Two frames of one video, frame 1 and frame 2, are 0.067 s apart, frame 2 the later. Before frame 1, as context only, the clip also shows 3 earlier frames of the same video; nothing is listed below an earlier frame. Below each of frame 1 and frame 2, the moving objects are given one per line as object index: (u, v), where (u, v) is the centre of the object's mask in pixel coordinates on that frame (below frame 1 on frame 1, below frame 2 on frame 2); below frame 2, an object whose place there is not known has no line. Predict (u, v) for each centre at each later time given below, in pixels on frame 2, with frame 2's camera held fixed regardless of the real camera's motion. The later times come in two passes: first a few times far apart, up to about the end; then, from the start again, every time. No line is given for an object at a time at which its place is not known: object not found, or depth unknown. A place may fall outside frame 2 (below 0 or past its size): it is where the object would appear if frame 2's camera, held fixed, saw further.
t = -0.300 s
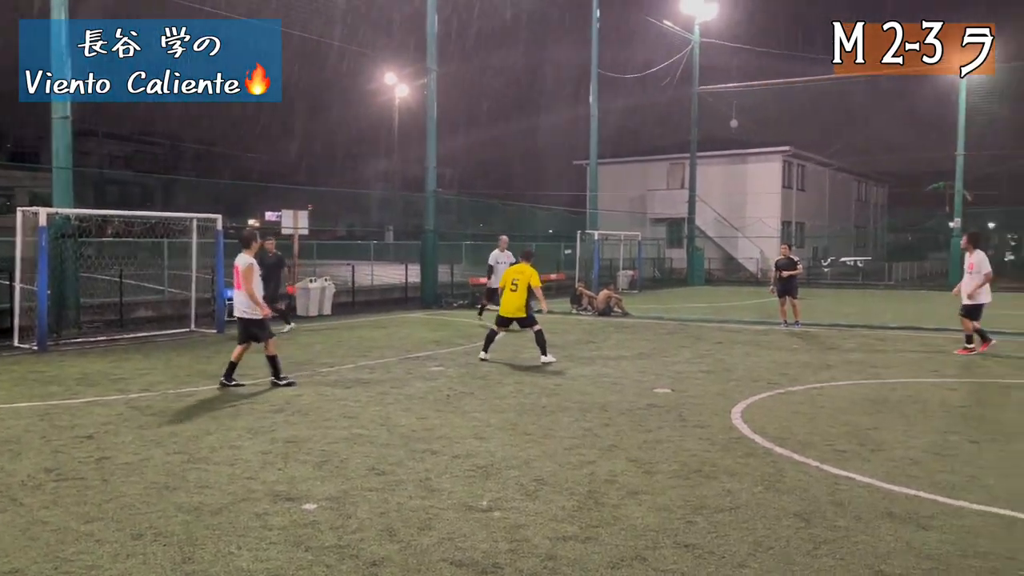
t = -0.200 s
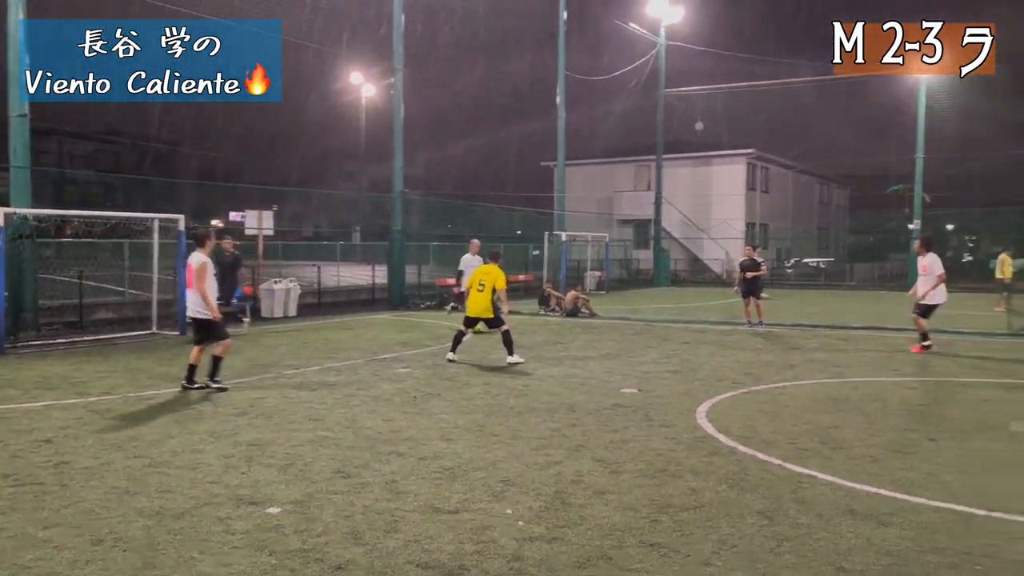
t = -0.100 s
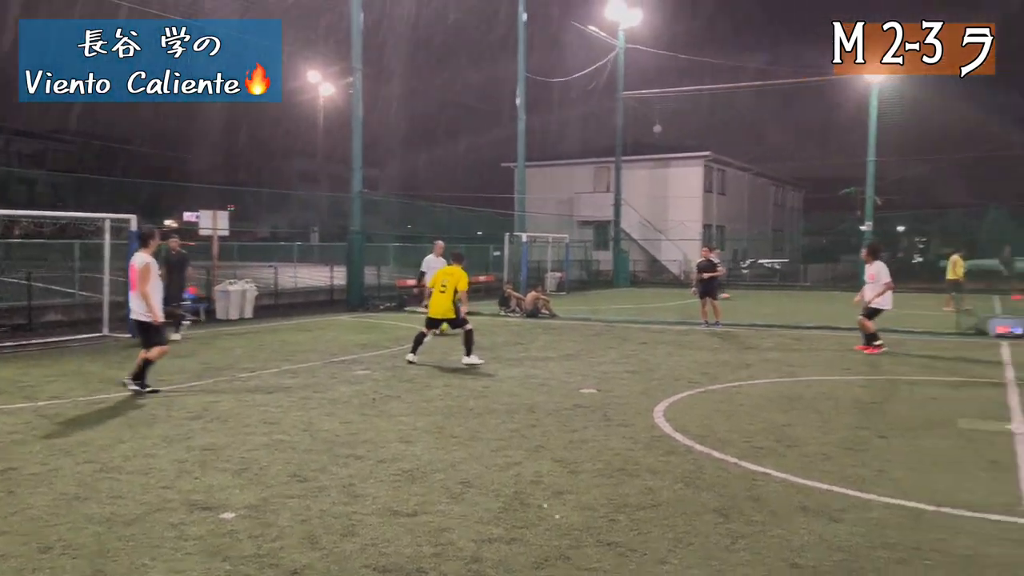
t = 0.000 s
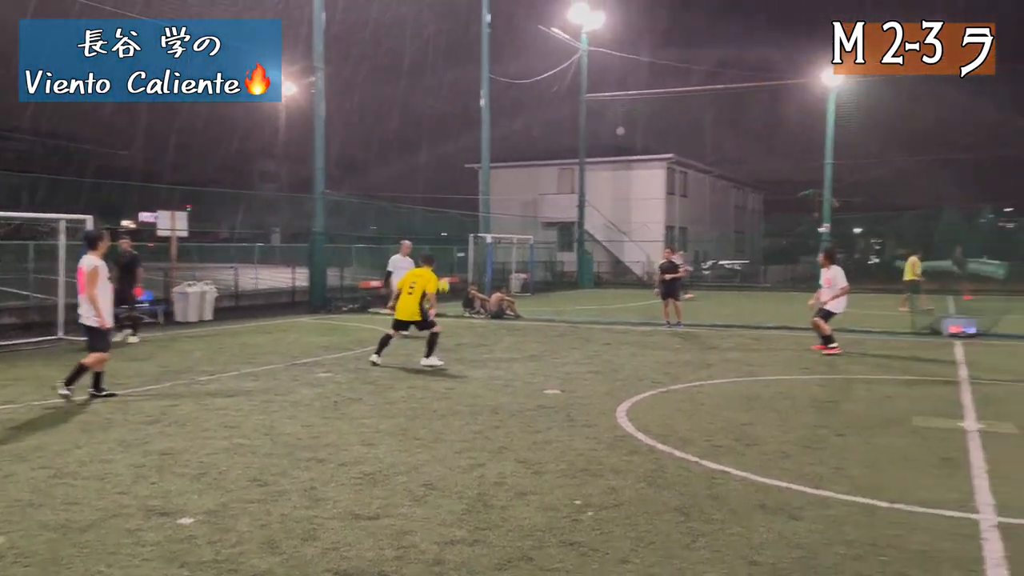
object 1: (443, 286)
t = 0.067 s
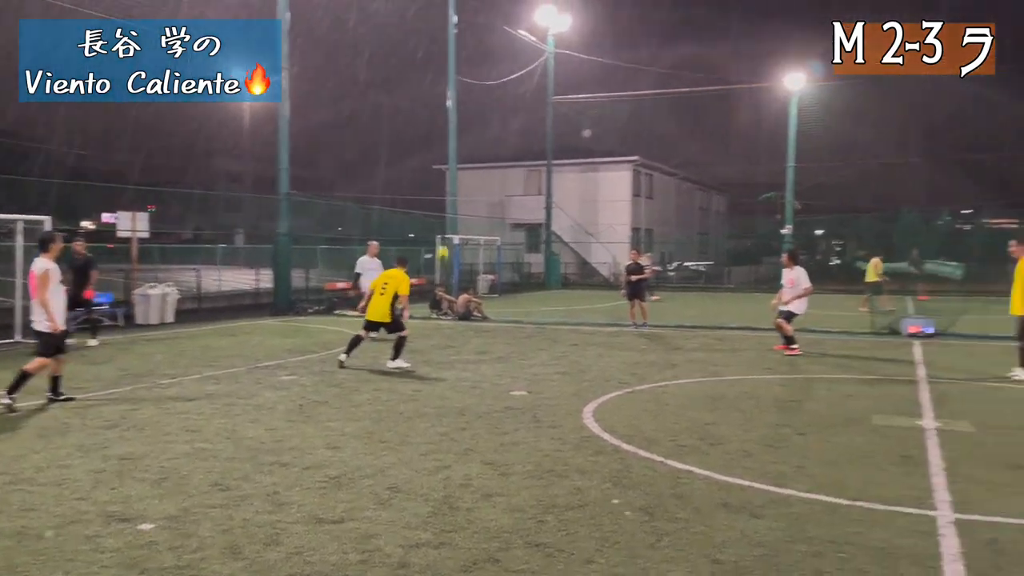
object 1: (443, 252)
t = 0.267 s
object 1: (548, 149)
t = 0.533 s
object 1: (723, 19)
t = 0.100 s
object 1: (459, 236)
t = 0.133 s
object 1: (476, 218)
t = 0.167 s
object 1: (493, 201)
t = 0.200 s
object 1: (511, 183)
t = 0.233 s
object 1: (529, 166)
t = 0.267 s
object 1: (548, 149)
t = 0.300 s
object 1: (567, 133)
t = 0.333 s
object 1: (587, 116)
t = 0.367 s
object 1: (608, 99)
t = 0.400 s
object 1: (629, 83)
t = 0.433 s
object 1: (652, 67)
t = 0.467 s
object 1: (675, 51)
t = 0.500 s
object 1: (699, 34)
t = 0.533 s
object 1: (723, 19)
